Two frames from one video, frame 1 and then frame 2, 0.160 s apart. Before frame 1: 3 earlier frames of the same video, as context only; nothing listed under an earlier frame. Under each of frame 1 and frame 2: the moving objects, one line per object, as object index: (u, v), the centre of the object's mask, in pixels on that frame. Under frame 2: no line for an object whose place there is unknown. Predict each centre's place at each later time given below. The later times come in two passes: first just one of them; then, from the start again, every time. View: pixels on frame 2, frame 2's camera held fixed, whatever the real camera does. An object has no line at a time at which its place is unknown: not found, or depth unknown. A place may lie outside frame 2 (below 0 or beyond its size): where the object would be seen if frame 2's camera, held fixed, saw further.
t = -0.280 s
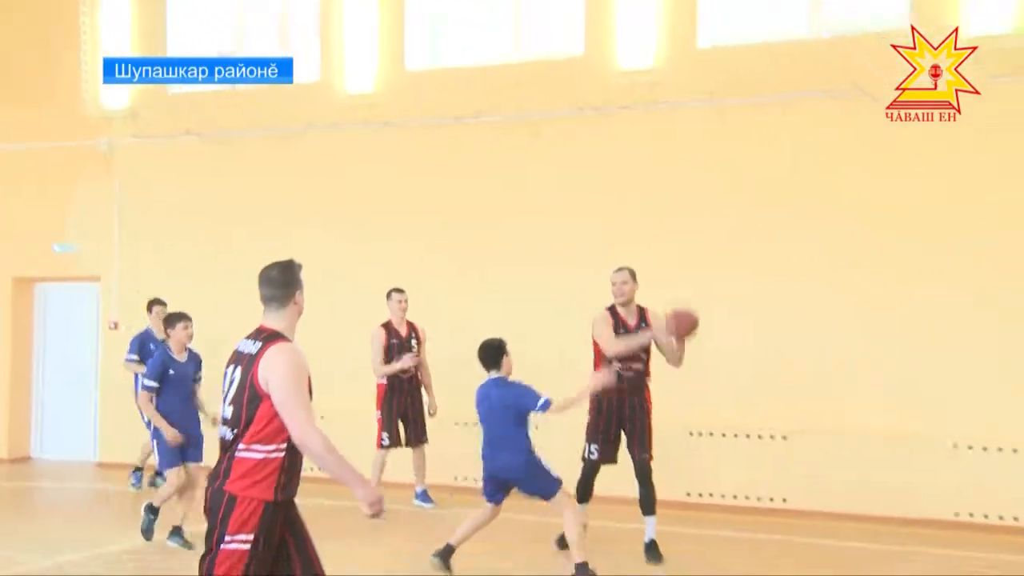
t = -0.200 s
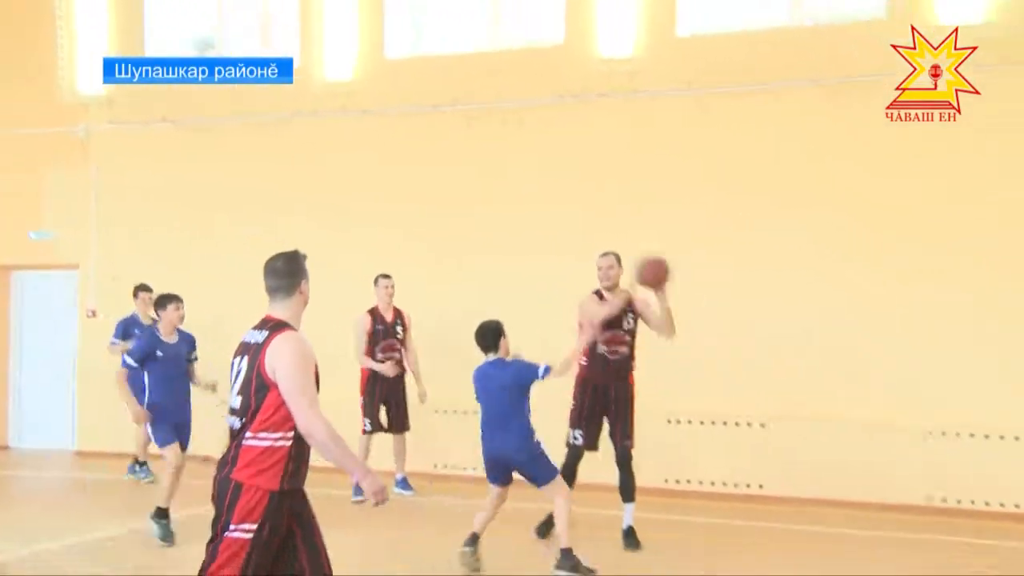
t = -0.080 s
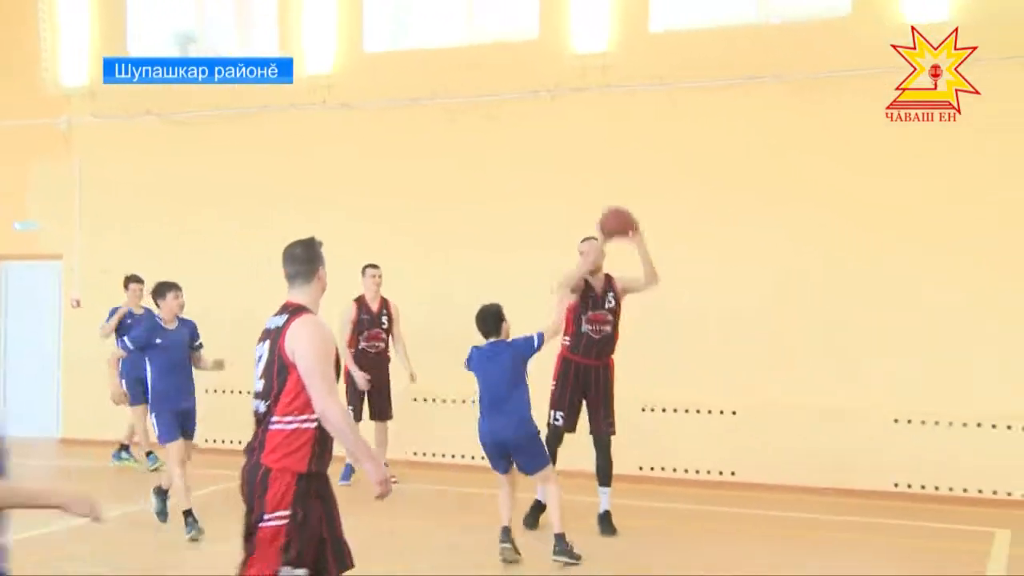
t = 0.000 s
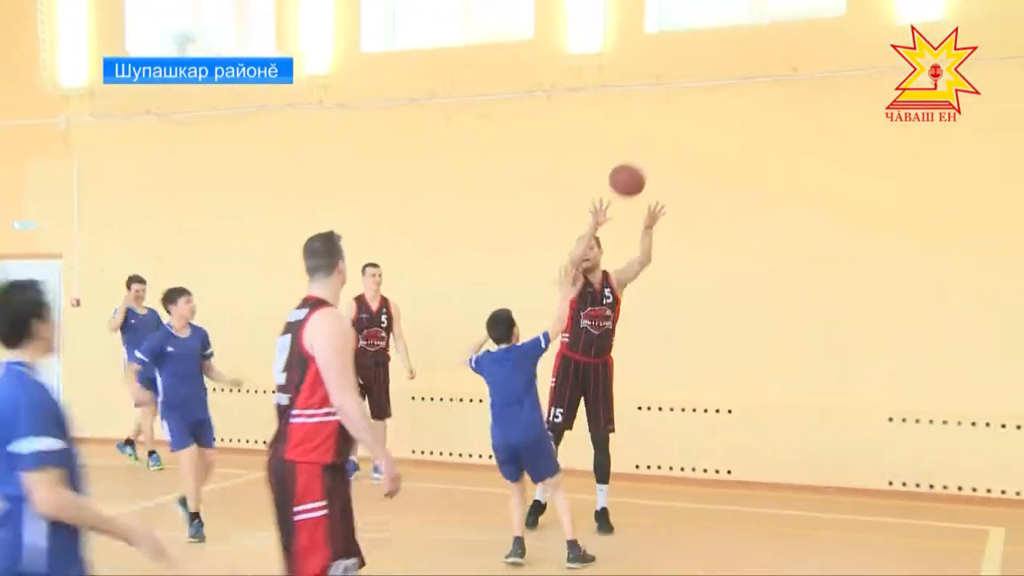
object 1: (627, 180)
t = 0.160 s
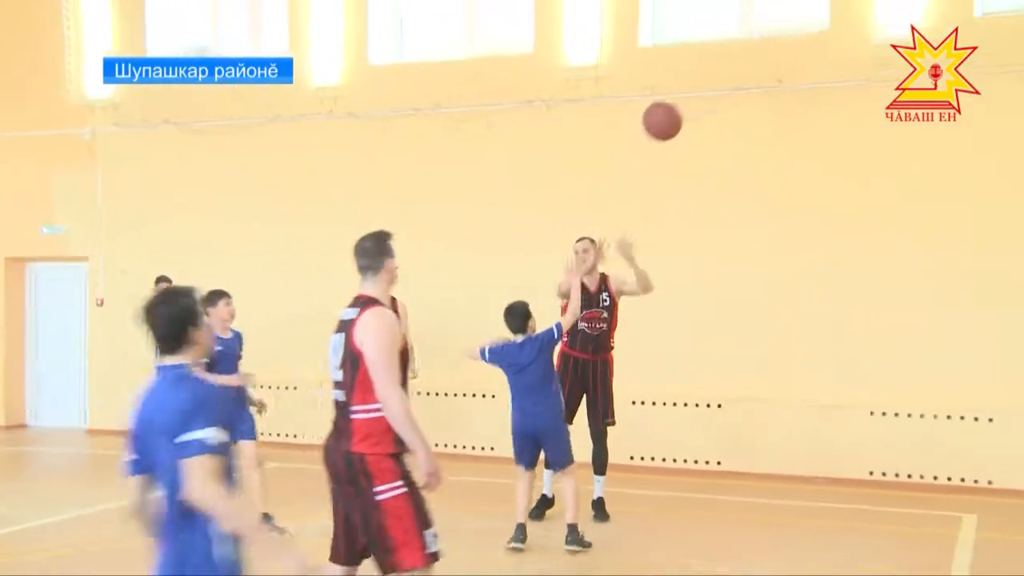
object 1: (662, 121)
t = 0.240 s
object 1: (688, 96)
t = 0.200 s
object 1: (676, 106)
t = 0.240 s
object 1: (688, 96)
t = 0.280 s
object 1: (701, 86)
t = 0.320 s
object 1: (715, 78)
